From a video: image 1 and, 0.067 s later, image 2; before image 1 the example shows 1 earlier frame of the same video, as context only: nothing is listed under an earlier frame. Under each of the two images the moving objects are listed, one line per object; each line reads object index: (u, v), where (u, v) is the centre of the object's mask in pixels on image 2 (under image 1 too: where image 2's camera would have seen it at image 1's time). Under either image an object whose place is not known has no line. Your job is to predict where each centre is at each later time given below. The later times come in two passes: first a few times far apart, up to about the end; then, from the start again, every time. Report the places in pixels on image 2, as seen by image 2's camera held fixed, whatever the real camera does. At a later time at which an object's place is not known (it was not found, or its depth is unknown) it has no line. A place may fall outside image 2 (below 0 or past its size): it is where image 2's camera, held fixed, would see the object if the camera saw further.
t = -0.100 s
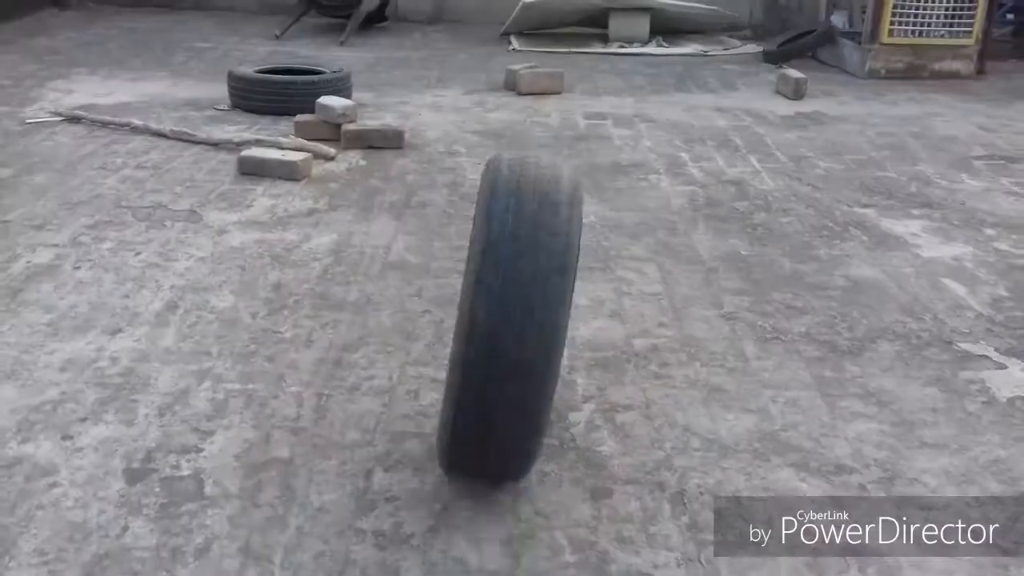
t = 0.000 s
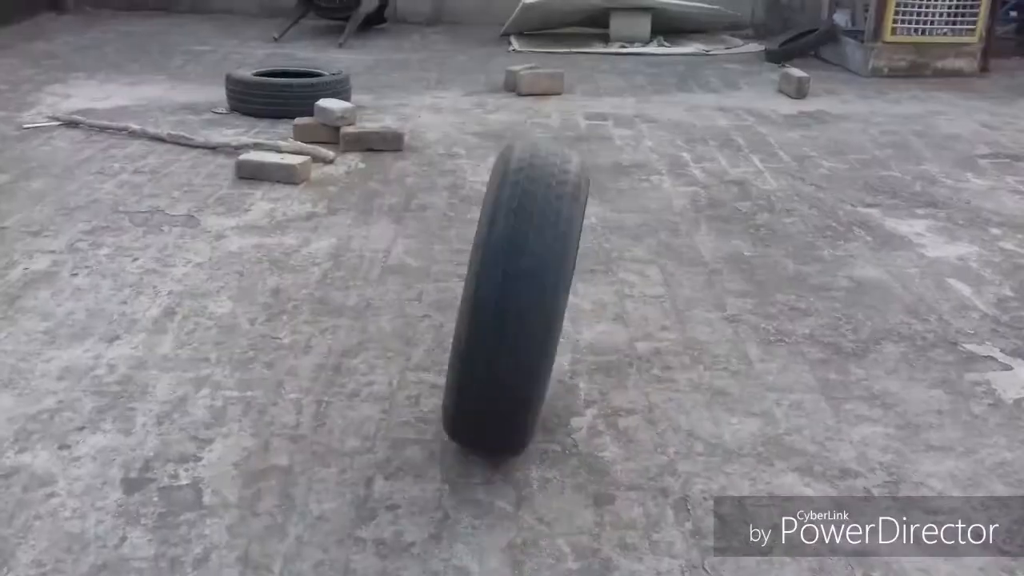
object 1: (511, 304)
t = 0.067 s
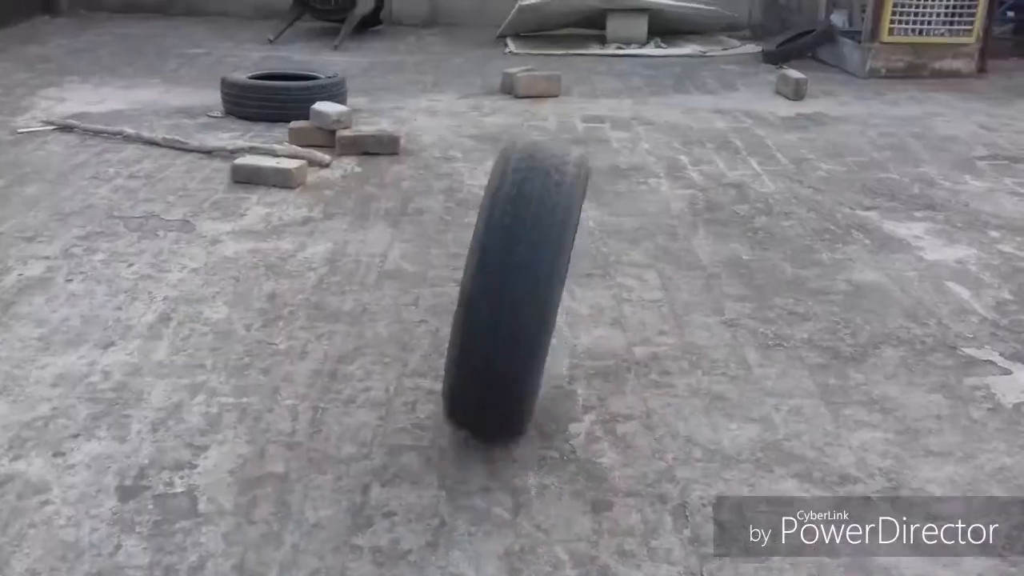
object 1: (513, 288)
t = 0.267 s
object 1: (526, 249)
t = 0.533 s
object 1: (547, 207)
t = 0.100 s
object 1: (515, 280)
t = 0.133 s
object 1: (517, 272)
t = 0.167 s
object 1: (519, 266)
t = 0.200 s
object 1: (521, 260)
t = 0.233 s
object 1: (524, 254)
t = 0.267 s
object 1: (526, 249)
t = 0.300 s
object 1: (529, 242)
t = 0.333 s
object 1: (530, 238)
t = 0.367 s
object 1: (533, 233)
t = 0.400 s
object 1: (535, 227)
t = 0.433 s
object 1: (538, 222)
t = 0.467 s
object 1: (541, 216)
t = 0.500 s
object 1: (544, 211)
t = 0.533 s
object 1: (547, 207)
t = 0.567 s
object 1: (550, 203)
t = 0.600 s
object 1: (553, 197)
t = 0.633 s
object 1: (556, 194)
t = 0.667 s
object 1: (559, 191)
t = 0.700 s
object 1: (562, 187)
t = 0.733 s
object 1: (564, 183)
